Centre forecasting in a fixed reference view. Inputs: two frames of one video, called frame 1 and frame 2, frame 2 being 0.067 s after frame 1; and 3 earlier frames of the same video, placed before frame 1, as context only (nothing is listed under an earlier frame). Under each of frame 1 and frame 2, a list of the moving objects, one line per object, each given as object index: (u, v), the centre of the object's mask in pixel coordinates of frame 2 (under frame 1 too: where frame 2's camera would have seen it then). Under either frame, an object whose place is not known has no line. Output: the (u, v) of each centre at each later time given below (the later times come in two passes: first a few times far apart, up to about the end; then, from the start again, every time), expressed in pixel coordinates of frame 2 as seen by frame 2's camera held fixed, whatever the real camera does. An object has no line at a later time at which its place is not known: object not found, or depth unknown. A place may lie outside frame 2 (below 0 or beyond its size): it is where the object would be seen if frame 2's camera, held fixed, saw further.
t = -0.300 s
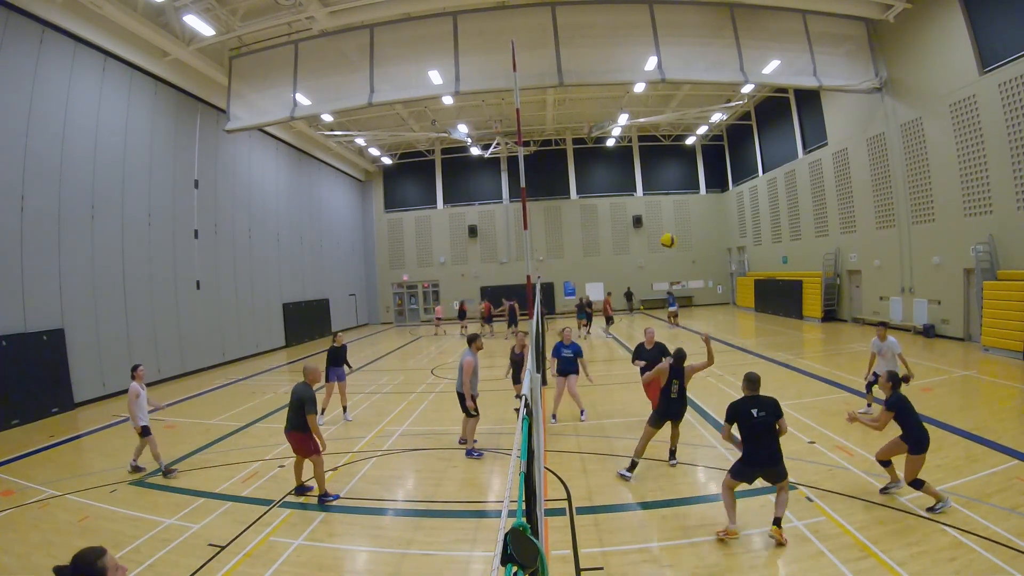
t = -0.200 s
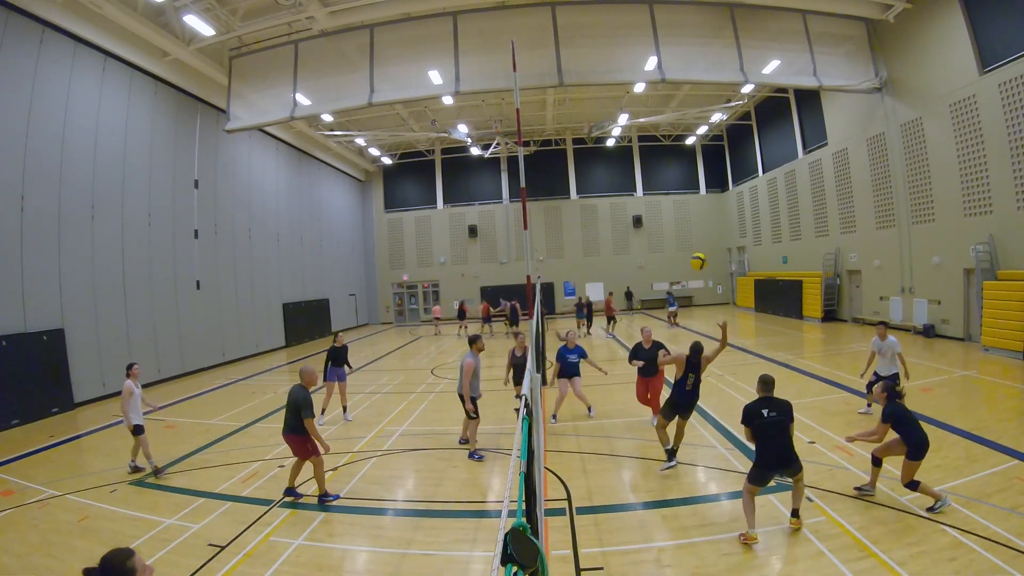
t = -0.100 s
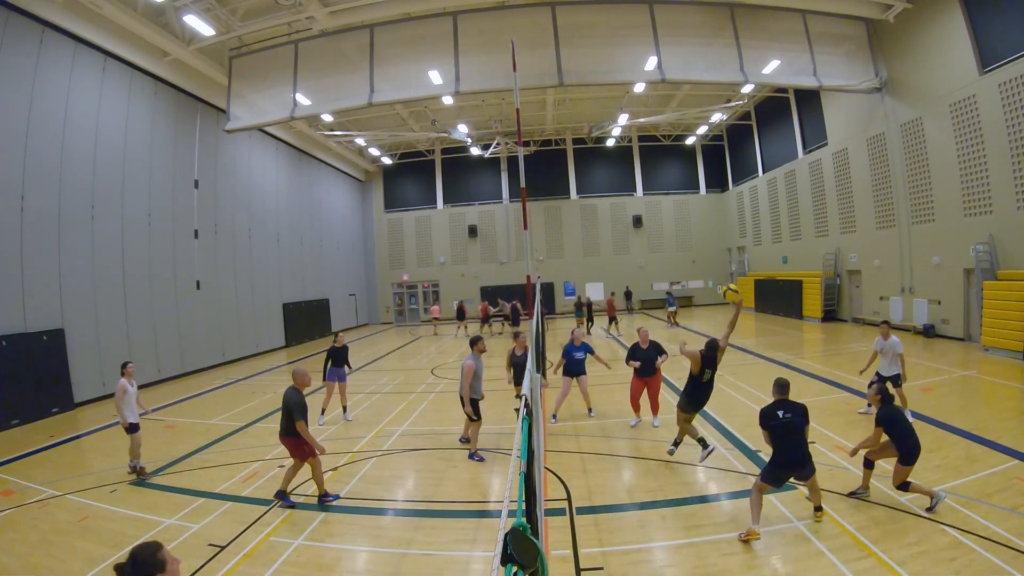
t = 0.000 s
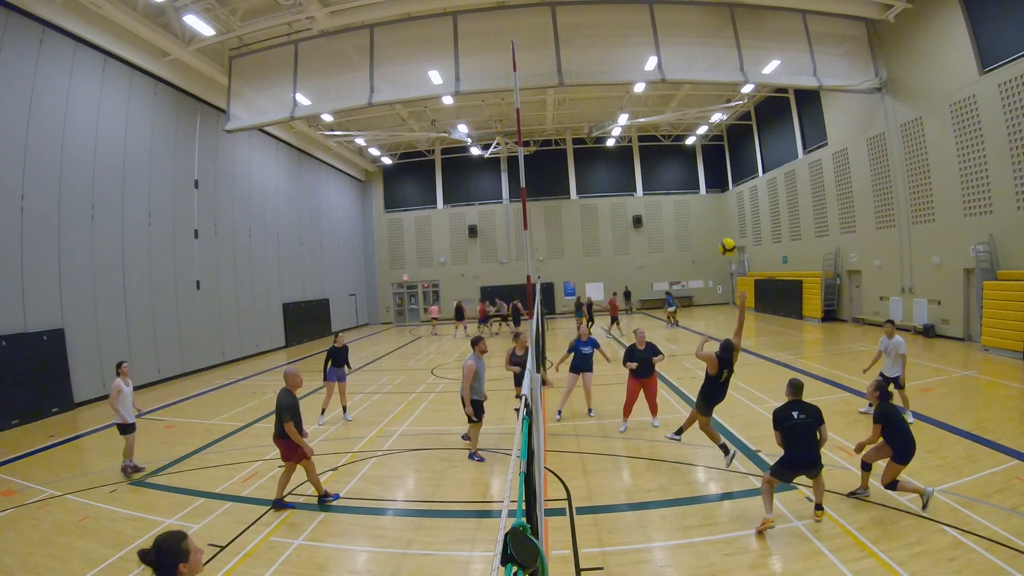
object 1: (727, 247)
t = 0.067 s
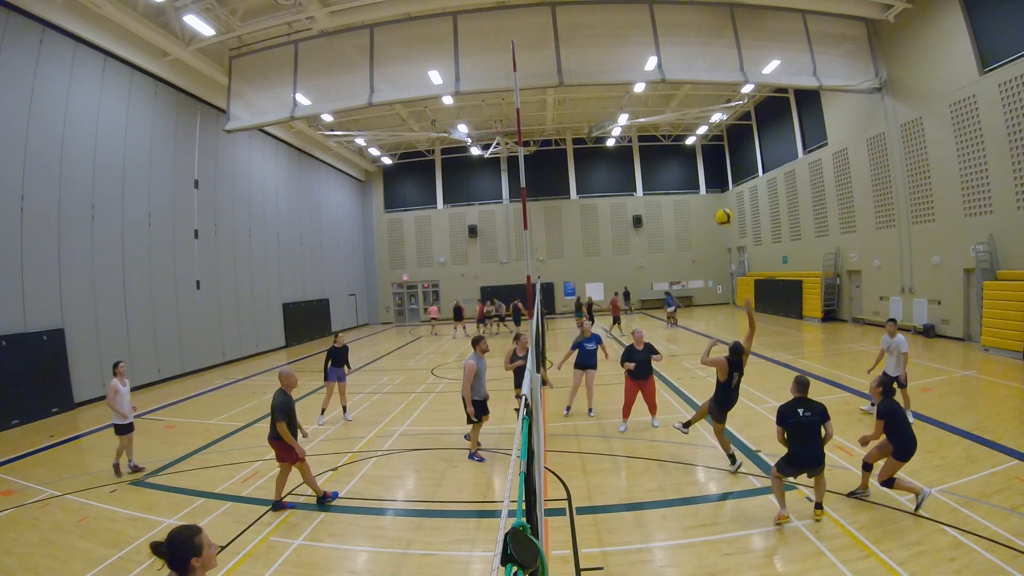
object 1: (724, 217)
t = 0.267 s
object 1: (712, 149)
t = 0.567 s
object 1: (699, 109)
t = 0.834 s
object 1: (695, 135)
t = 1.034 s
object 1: (696, 199)
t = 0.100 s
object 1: (721, 203)
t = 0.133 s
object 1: (720, 190)
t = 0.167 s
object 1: (717, 179)
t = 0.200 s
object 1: (715, 168)
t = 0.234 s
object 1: (713, 158)
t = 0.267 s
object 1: (712, 149)
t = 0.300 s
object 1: (710, 141)
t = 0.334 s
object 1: (708, 134)
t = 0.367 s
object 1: (706, 128)
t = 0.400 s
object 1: (705, 122)
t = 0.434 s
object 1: (703, 116)
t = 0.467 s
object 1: (702, 113)
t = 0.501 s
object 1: (701, 111)
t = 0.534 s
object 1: (700, 110)
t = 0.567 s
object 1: (699, 109)
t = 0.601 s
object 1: (698, 108)
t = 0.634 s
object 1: (697, 109)
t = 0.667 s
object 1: (697, 111)
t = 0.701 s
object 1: (696, 113)
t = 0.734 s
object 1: (696, 117)
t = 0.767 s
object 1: (695, 121)
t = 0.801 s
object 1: (695, 127)
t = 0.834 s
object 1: (695, 135)
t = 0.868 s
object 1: (695, 143)
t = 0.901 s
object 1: (695, 152)
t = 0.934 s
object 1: (696, 161)
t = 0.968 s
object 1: (695, 173)
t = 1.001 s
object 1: (696, 185)
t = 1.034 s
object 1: (696, 199)
